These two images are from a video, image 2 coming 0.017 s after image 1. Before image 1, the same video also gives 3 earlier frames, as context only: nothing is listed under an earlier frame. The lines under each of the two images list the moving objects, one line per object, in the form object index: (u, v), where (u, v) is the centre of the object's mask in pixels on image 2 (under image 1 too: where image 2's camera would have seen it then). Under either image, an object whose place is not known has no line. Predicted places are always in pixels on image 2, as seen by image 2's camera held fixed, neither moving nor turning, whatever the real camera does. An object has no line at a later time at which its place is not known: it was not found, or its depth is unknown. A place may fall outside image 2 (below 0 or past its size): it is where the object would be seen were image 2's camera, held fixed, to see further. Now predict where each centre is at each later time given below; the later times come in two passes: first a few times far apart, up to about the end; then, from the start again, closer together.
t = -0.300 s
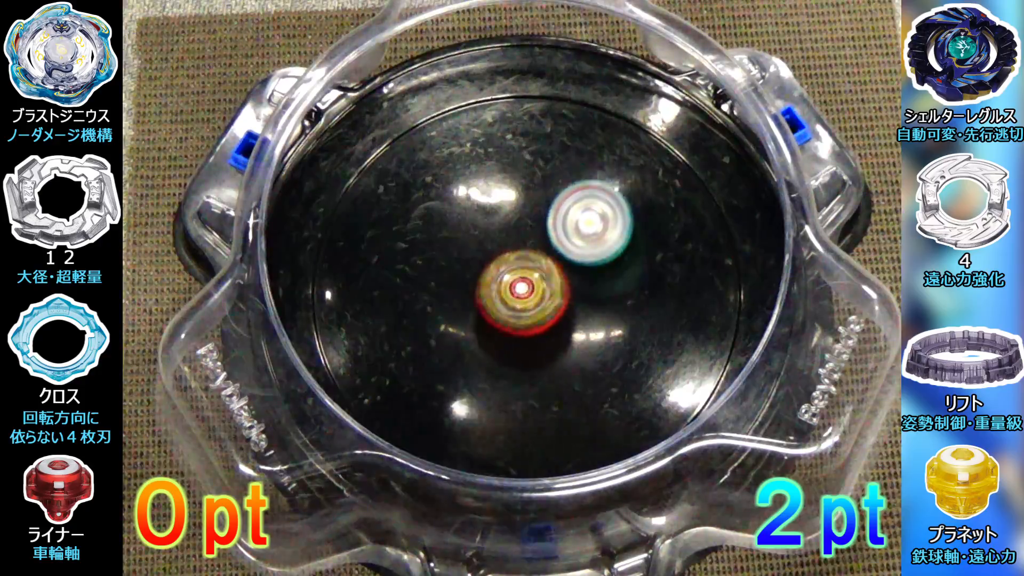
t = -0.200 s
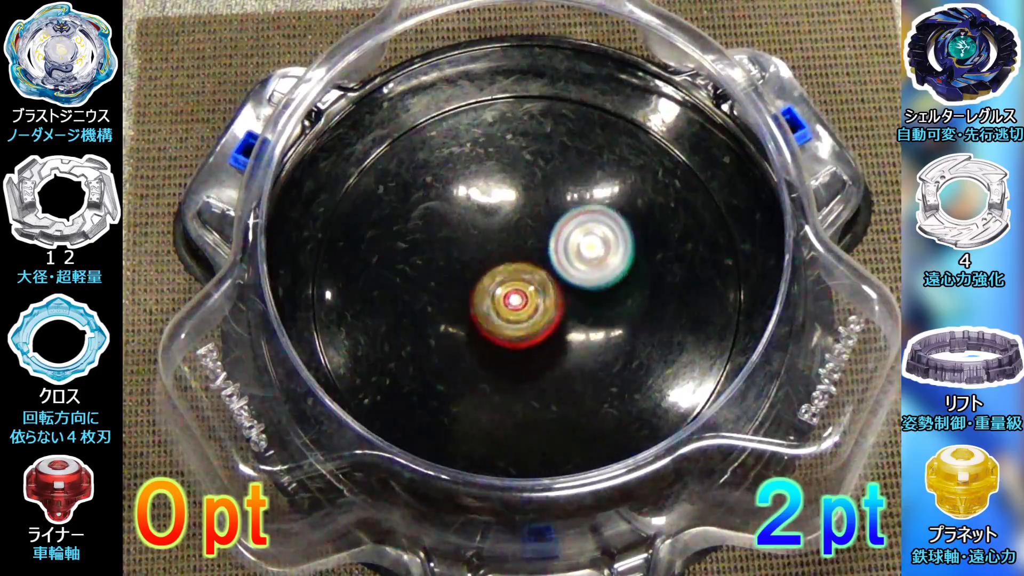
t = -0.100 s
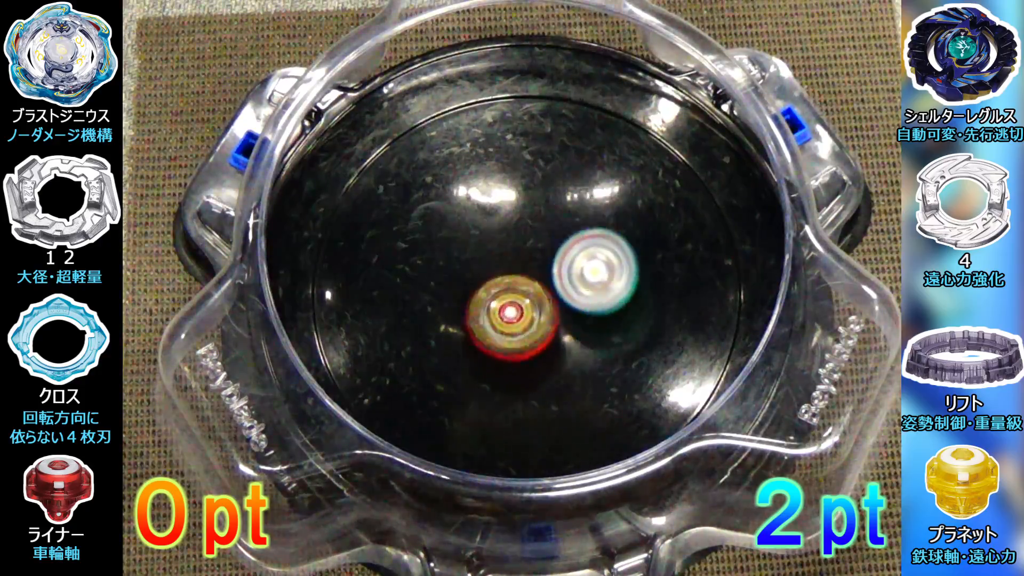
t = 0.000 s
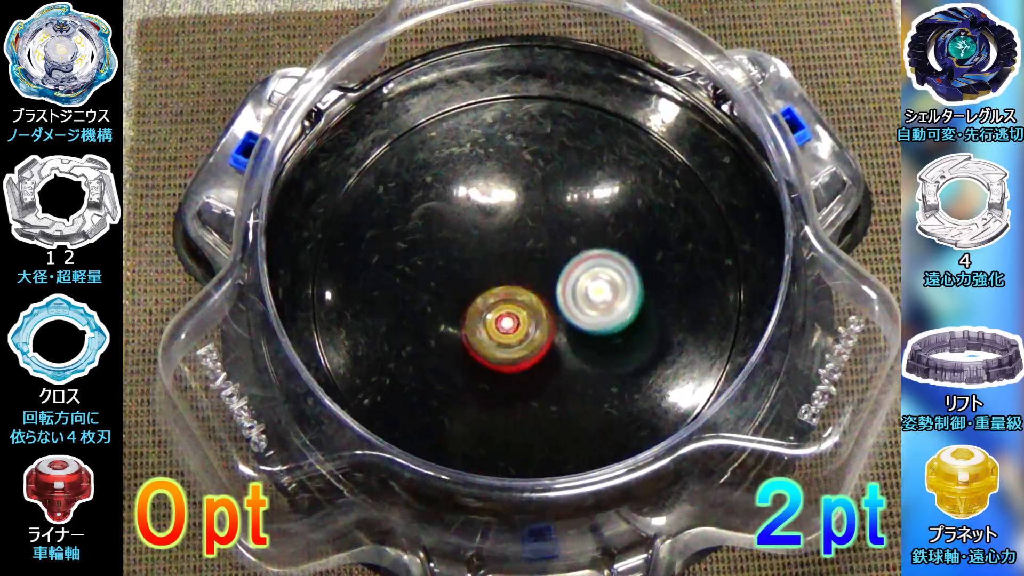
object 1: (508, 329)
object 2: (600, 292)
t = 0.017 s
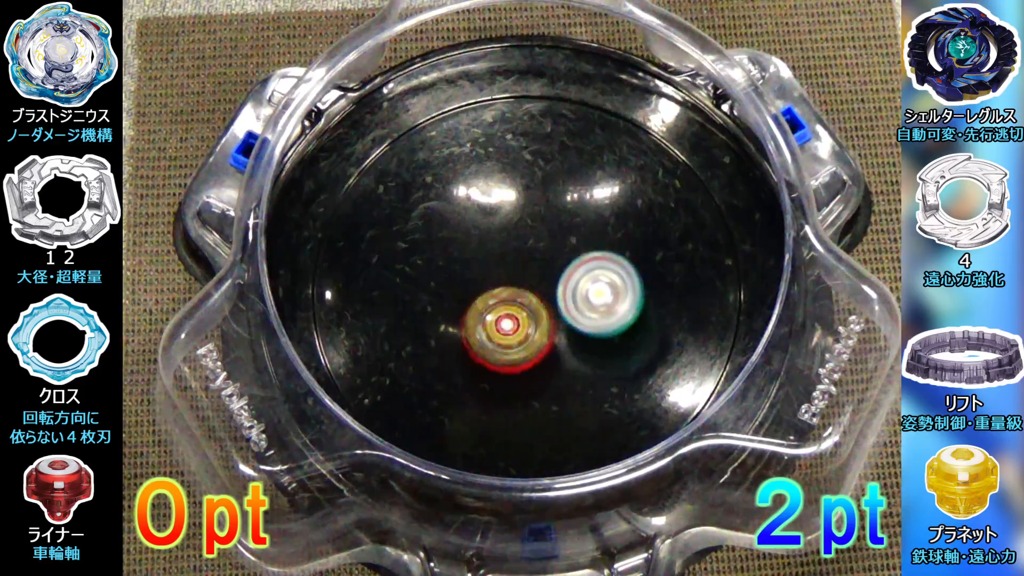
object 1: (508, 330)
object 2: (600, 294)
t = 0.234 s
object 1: (508, 342)
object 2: (601, 309)
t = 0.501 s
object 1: (508, 332)
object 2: (599, 302)
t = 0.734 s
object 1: (495, 309)
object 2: (599, 304)
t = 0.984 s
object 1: (479, 273)
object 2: (574, 336)
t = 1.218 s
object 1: (483, 255)
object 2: (546, 356)
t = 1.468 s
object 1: (513, 250)
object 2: (536, 360)
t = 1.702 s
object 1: (540, 246)
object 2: (524, 343)
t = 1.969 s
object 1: (565, 252)
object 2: (490, 318)
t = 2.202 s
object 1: (573, 270)
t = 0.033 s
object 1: (508, 331)
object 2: (601, 296)
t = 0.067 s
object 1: (508, 334)
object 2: (600, 301)
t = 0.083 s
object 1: (507, 335)
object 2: (600, 302)
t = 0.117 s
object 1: (507, 337)
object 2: (600, 305)
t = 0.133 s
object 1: (507, 338)
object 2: (599, 306)
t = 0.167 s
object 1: (508, 340)
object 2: (599, 308)
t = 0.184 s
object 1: (508, 340)
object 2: (598, 309)
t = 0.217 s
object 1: (508, 341)
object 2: (600, 309)
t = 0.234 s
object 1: (508, 342)
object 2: (601, 309)
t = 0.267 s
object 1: (507, 342)
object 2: (603, 309)
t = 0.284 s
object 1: (508, 342)
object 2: (603, 309)
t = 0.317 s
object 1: (508, 341)
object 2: (603, 309)
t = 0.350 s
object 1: (508, 340)
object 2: (603, 308)
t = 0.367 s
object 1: (509, 340)
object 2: (602, 307)
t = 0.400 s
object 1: (509, 338)
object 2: (600, 306)
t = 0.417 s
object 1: (509, 337)
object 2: (599, 306)
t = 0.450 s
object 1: (508, 335)
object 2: (599, 305)
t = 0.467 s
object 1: (508, 334)
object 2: (599, 304)
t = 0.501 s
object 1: (508, 332)
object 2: (599, 302)
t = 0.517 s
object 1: (507, 331)
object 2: (598, 302)
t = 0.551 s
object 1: (505, 328)
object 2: (598, 302)
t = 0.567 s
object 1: (503, 327)
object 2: (601, 301)
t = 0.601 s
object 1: (501, 324)
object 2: (604, 301)
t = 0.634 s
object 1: (499, 320)
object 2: (605, 301)
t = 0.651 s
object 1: (499, 318)
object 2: (605, 302)
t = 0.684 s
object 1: (497, 315)
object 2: (604, 303)
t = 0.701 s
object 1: (497, 313)
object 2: (602, 303)
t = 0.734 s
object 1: (495, 309)
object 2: (599, 304)
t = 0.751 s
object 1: (495, 307)
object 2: (596, 305)
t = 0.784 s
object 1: (494, 302)
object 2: (590, 307)
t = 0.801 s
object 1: (492, 300)
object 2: (587, 309)
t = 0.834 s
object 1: (488, 293)
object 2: (587, 315)
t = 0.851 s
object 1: (485, 290)
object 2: (586, 318)
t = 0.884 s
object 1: (482, 286)
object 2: (585, 323)
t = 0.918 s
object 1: (481, 281)
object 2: (582, 327)
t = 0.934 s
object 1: (480, 279)
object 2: (580, 330)
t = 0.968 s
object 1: (479, 275)
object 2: (577, 334)
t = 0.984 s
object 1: (479, 273)
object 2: (574, 336)
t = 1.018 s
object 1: (478, 269)
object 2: (569, 340)
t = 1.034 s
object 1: (478, 268)
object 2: (567, 342)
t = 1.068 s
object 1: (477, 265)
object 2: (562, 345)
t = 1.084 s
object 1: (477, 264)
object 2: (560, 346)
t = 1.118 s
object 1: (478, 261)
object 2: (556, 349)
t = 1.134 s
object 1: (478, 260)
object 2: (554, 351)
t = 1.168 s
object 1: (479, 258)
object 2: (551, 353)
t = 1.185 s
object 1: (481, 256)
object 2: (549, 354)
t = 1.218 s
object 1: (483, 255)
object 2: (546, 356)
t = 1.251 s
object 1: (487, 254)
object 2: (544, 358)
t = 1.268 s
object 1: (488, 253)
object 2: (542, 359)
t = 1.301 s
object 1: (492, 253)
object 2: (540, 360)
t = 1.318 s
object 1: (494, 252)
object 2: (539, 360)
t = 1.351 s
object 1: (498, 253)
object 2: (538, 361)
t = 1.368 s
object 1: (501, 253)
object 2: (538, 361)
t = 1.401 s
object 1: (505, 252)
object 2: (537, 361)
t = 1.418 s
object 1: (507, 252)
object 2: (537, 361)
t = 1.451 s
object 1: (511, 251)
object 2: (536, 360)
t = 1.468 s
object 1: (513, 250)
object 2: (536, 360)
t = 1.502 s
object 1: (517, 250)
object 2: (535, 358)
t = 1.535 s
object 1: (520, 249)
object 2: (535, 357)
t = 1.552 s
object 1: (522, 249)
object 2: (534, 356)
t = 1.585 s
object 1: (526, 248)
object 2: (533, 354)
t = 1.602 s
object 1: (528, 247)
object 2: (532, 352)
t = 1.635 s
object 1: (532, 247)
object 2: (530, 350)
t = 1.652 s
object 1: (534, 246)
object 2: (529, 348)
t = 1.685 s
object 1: (538, 247)
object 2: (526, 345)
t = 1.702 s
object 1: (540, 246)
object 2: (524, 343)
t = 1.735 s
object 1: (543, 247)
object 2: (519, 340)
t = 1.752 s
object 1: (545, 247)
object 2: (517, 338)
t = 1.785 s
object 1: (548, 247)
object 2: (513, 335)
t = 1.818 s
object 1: (552, 247)
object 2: (508, 331)
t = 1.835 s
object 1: (554, 247)
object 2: (506, 329)
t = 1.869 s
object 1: (557, 248)
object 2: (502, 326)
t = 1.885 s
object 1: (559, 249)
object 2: (500, 325)
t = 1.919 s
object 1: (561, 251)
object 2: (496, 322)
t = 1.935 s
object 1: (563, 251)
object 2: (494, 320)
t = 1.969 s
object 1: (565, 252)
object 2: (490, 318)
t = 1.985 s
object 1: (566, 253)
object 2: (488, 317)
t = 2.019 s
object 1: (568, 255)
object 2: (483, 315)
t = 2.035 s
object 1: (568, 257)
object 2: (481, 314)
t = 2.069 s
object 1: (570, 259)
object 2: (477, 312)
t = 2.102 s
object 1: (571, 262)
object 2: (474, 311)
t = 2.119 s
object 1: (572, 263)
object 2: (472, 311)
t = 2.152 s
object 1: (572, 266)
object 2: (470, 310)
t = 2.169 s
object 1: (573, 267)
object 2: (469, 310)
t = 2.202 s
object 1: (573, 270)
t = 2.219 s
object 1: (574, 271)
